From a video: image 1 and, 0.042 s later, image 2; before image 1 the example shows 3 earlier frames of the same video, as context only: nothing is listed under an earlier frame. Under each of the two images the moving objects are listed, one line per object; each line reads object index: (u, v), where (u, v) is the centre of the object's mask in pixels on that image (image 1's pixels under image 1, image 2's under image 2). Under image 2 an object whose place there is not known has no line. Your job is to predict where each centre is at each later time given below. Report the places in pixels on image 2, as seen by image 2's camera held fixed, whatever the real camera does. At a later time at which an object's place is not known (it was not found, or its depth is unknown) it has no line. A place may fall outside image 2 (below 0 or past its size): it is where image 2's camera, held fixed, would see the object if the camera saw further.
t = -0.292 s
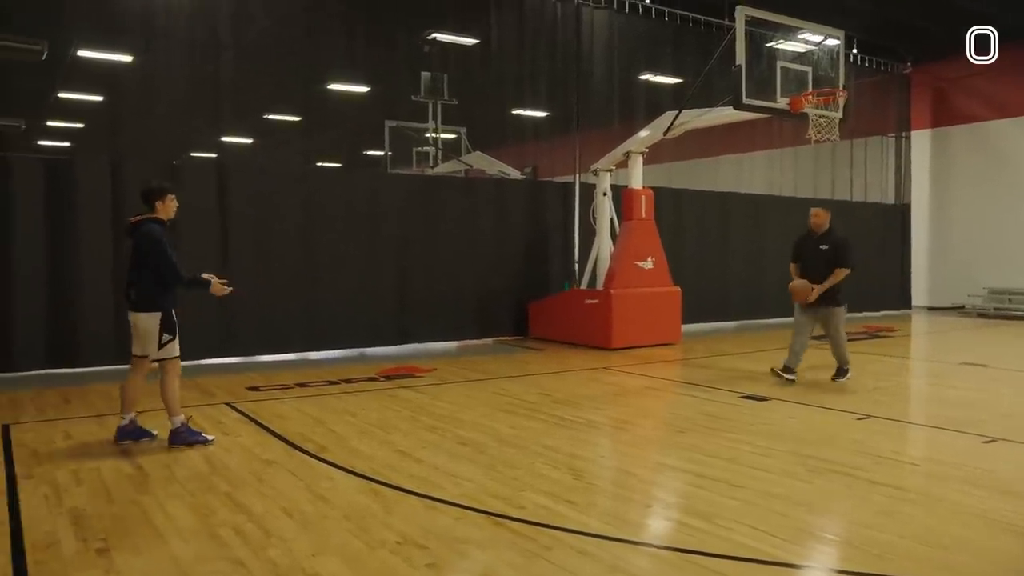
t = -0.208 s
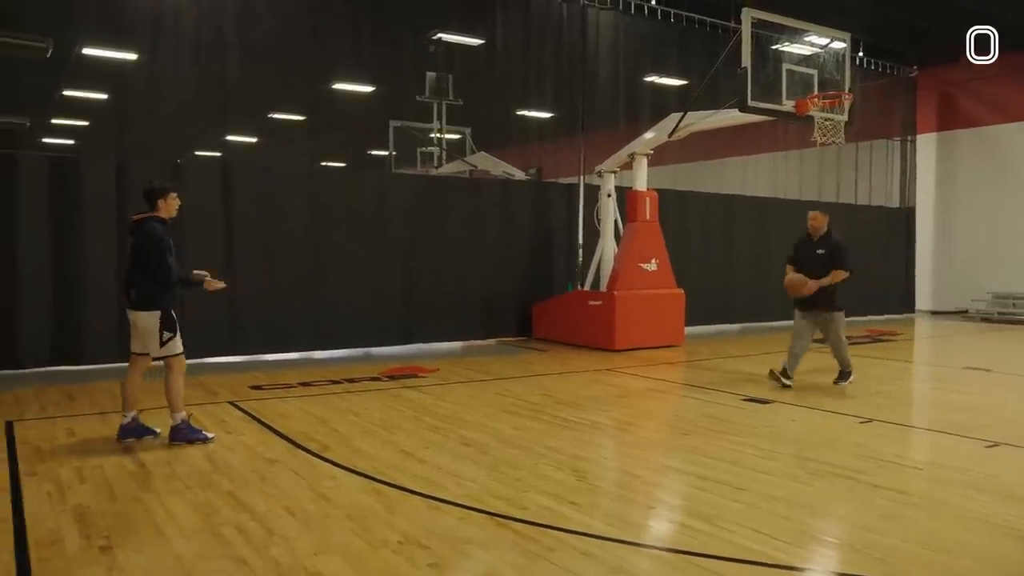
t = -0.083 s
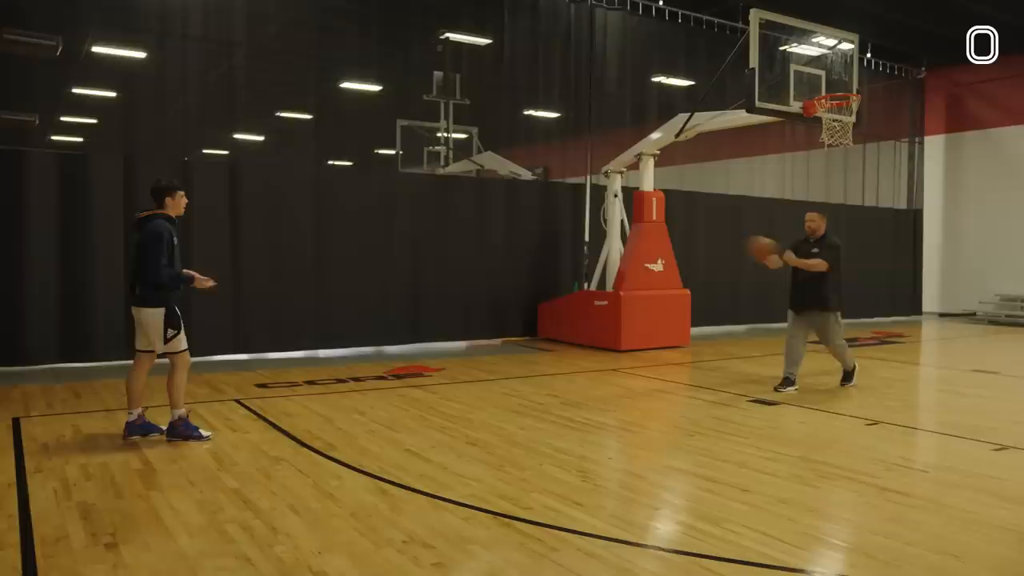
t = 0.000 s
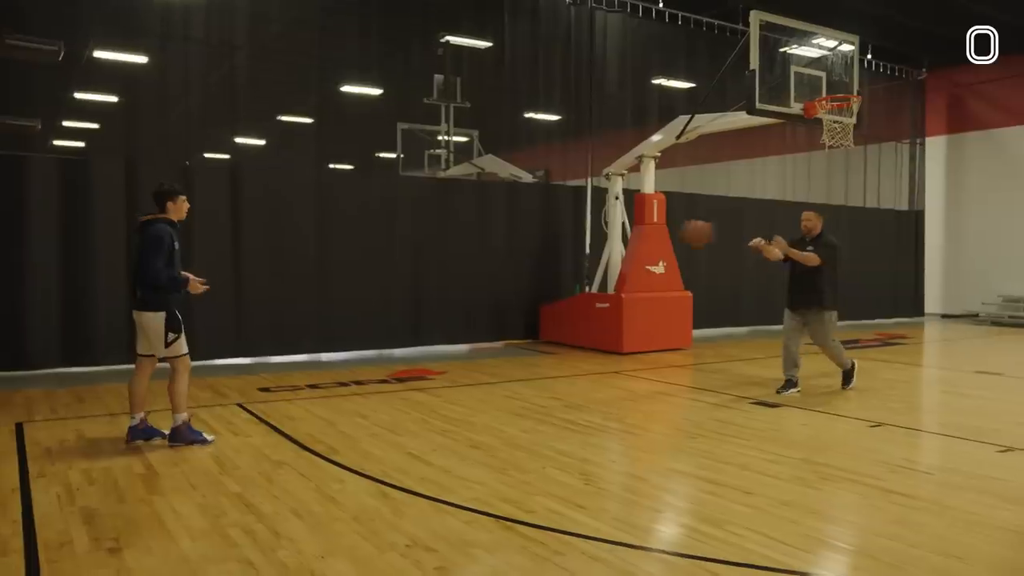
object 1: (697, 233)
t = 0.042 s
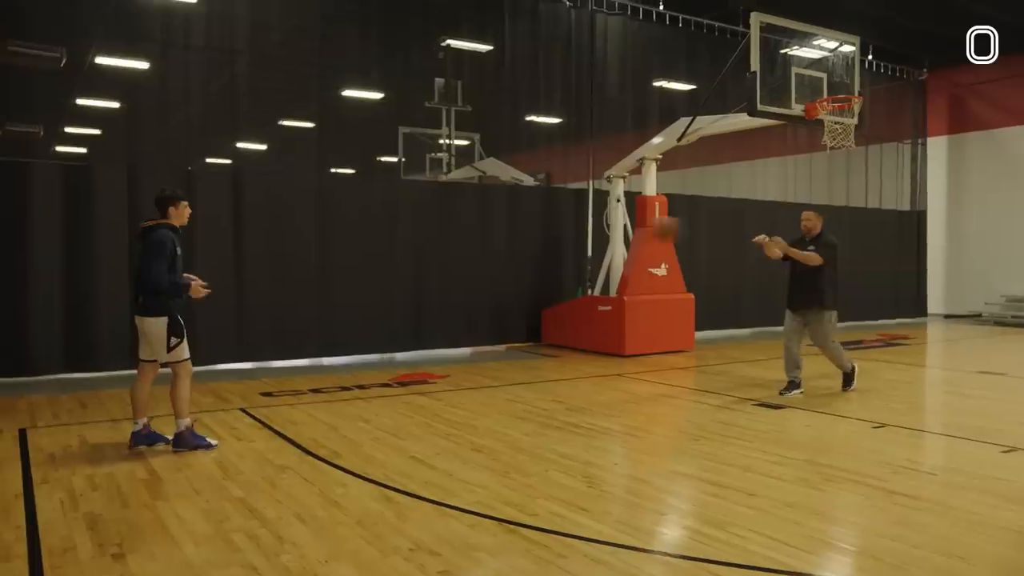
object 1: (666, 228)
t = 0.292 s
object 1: (413, 223)
